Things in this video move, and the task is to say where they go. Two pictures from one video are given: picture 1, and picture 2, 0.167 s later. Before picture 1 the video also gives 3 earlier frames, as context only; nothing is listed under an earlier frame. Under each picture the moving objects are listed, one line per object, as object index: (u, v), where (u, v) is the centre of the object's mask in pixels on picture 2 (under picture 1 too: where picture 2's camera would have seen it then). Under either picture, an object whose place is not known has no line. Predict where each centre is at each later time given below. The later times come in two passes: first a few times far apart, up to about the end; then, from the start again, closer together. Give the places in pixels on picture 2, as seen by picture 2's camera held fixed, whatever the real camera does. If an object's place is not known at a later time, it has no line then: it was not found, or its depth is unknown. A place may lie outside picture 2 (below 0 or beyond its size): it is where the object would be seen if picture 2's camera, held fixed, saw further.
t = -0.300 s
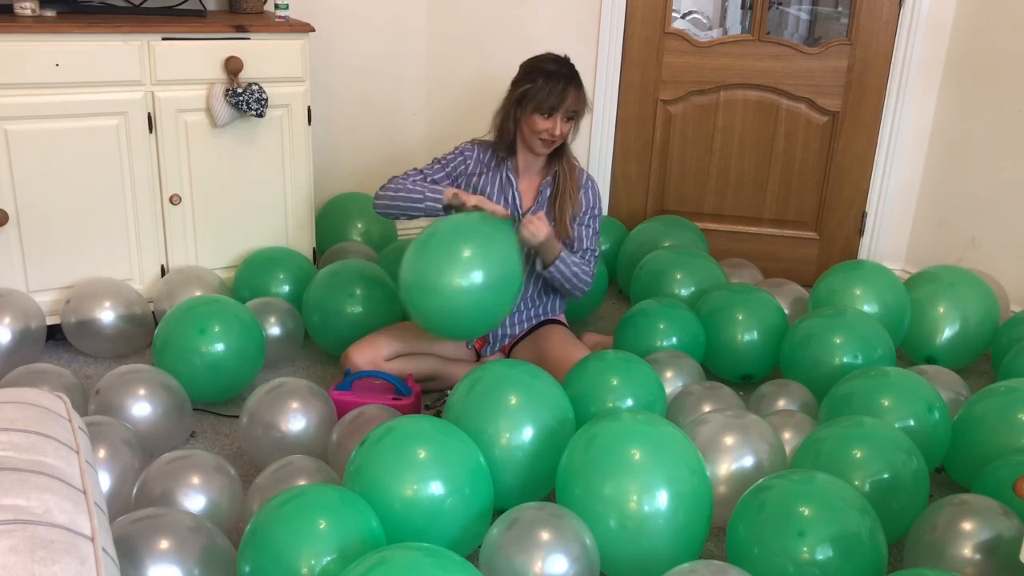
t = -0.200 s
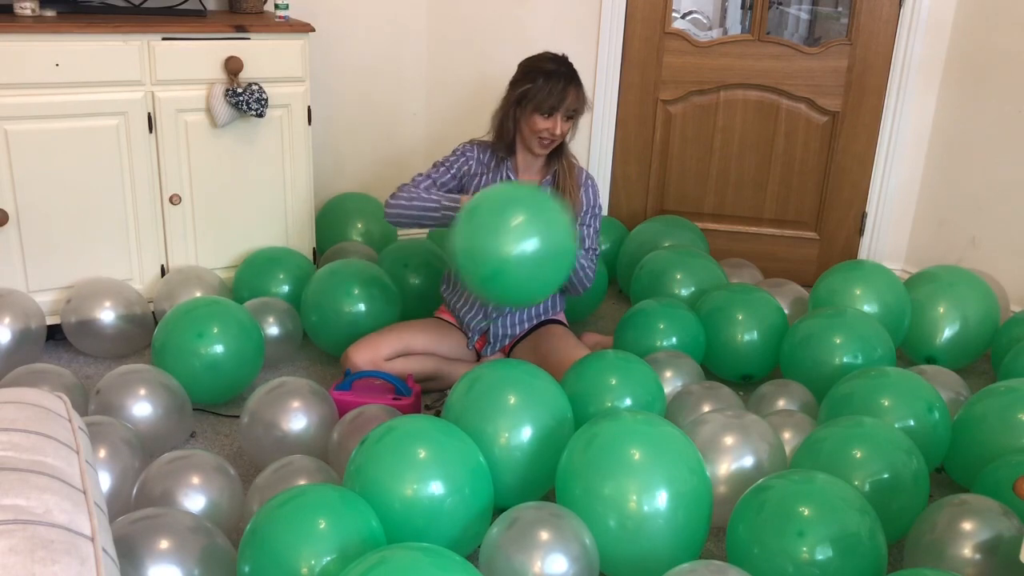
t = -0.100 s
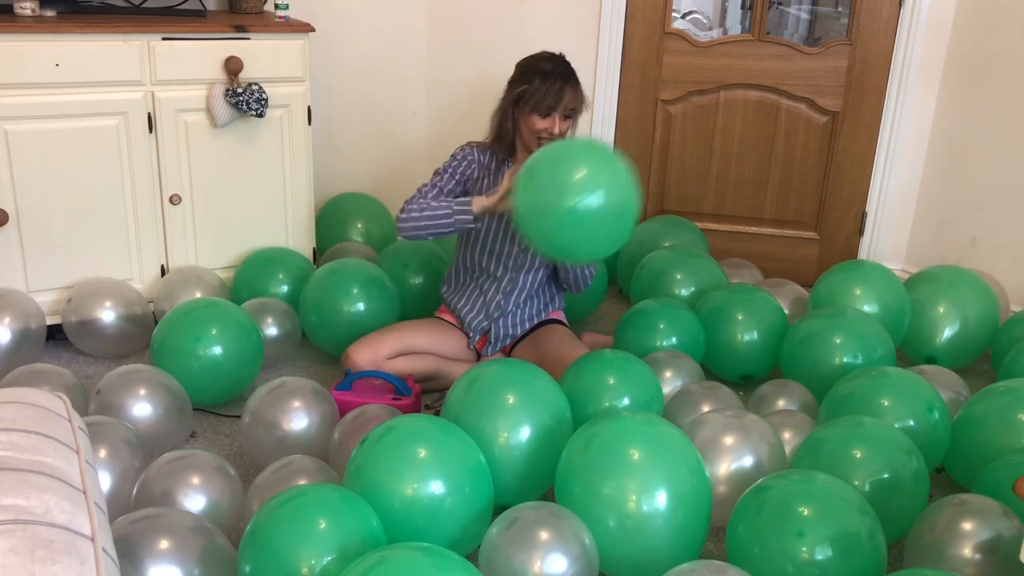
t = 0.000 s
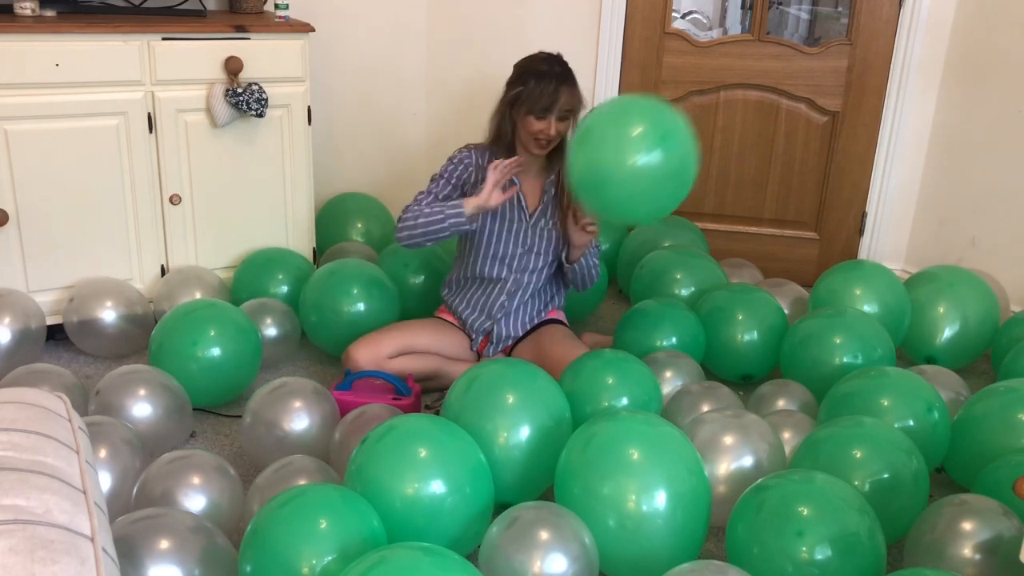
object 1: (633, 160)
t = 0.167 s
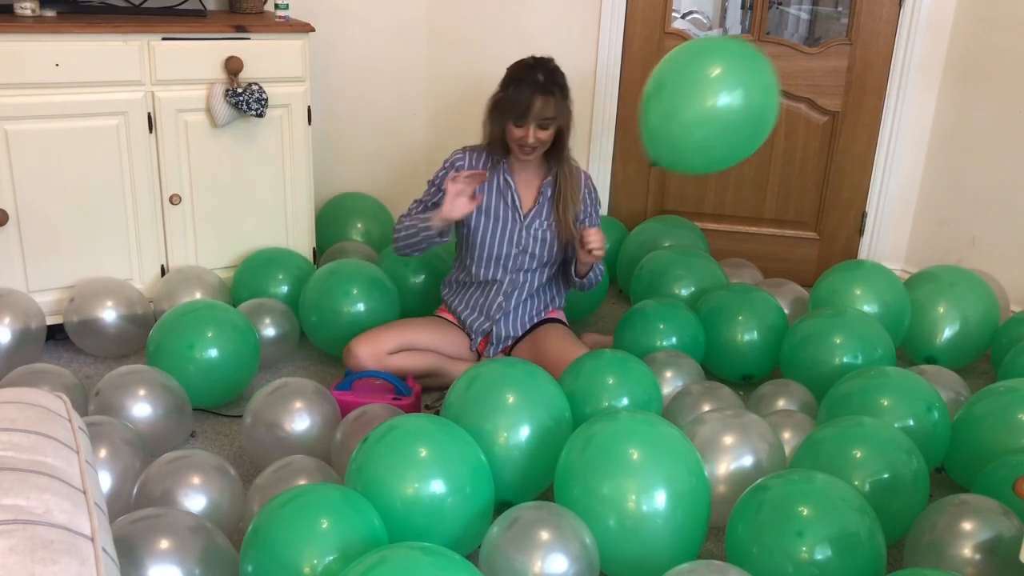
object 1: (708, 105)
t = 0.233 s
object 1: (734, 88)
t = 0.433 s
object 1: (795, 56)
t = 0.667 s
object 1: (841, 47)
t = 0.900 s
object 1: (868, 56)
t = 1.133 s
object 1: (878, 91)
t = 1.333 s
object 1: (876, 139)
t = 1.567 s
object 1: (870, 207)
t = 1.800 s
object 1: (869, 200)
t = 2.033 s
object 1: (866, 195)
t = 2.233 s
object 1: (863, 204)
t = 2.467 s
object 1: (863, 202)
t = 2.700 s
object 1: (862, 203)
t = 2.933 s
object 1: (862, 205)
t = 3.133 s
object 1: (863, 210)
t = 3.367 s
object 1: (864, 219)
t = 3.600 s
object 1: (867, 221)
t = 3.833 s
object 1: (870, 224)
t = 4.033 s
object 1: (875, 222)
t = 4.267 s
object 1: (881, 228)
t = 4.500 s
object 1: (886, 239)
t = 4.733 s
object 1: (886, 252)
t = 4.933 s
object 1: (891, 244)
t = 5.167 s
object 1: (896, 239)
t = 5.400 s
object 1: (899, 244)
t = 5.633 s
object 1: (897, 250)
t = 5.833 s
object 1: (899, 245)
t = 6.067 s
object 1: (897, 245)
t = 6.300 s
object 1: (897, 247)
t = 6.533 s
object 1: (899, 248)
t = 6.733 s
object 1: (898, 248)
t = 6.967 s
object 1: (896, 248)
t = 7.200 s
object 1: (896, 248)
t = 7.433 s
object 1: (895, 248)
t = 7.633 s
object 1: (895, 248)
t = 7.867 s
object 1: (895, 248)
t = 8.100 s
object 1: (896, 248)
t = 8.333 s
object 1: (896, 248)
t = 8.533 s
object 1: (896, 248)
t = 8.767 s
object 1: (896, 248)
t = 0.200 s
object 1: (721, 96)
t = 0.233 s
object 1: (734, 88)
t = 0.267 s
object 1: (746, 80)
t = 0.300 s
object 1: (757, 72)
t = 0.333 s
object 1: (768, 67)
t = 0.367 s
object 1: (777, 63)
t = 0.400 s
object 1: (786, 59)
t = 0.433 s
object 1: (795, 56)
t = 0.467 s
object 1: (803, 54)
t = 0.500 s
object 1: (810, 52)
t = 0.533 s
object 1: (817, 50)
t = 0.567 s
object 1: (824, 49)
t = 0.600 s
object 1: (830, 48)
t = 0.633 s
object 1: (836, 47)
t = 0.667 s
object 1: (841, 47)
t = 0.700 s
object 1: (846, 48)
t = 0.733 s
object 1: (850, 48)
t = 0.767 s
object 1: (855, 49)
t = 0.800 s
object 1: (859, 51)
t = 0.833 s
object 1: (862, 52)
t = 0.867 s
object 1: (865, 54)
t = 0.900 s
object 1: (868, 56)
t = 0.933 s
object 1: (870, 59)
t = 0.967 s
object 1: (872, 62)
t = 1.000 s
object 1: (874, 66)
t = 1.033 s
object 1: (875, 72)
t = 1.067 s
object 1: (876, 78)
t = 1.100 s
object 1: (877, 85)
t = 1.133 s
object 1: (878, 91)
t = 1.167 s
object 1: (878, 99)
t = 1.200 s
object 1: (878, 106)
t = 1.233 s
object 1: (878, 114)
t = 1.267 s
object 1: (877, 122)
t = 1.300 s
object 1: (877, 131)
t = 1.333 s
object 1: (876, 139)
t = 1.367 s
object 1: (876, 149)
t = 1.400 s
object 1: (875, 158)
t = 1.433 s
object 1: (873, 167)
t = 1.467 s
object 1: (873, 177)
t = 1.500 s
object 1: (872, 187)
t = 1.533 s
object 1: (871, 197)
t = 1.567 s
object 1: (870, 207)
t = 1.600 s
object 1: (869, 210)
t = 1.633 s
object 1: (869, 212)
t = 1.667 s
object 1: (869, 211)
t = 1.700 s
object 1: (868, 208)
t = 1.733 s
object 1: (869, 205)
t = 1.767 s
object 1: (869, 202)
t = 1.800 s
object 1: (869, 200)
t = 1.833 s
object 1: (868, 198)
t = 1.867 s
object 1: (868, 196)
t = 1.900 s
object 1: (868, 195)
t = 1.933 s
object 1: (868, 195)
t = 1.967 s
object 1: (867, 194)
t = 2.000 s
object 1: (867, 194)
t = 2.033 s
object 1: (866, 195)
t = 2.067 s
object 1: (866, 196)
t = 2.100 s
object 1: (865, 196)
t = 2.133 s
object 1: (864, 198)
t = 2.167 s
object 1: (864, 199)
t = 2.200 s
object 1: (863, 202)
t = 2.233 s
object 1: (863, 204)
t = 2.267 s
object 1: (862, 206)
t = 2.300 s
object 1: (862, 206)
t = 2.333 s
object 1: (862, 206)
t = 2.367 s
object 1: (862, 206)
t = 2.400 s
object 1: (862, 205)
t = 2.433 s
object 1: (862, 203)
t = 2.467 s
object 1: (863, 202)
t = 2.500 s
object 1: (862, 201)
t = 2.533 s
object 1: (862, 201)
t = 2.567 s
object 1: (862, 201)
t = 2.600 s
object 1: (862, 201)
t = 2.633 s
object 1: (862, 202)
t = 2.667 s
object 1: (862, 203)
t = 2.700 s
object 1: (862, 203)
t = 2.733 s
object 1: (862, 203)
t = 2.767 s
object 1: (862, 204)
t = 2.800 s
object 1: (862, 203)
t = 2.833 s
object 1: (862, 204)
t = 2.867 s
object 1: (862, 204)
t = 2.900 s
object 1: (862, 205)
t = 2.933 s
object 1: (862, 205)
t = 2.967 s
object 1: (862, 206)
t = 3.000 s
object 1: (862, 207)
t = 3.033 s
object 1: (862, 208)
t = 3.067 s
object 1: (863, 209)
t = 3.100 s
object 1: (863, 209)
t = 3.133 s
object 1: (863, 210)
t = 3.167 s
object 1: (863, 211)
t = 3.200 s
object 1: (863, 212)
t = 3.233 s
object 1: (864, 214)
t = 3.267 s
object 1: (864, 215)
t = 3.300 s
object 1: (864, 216)
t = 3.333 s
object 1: (864, 217)
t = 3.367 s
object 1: (864, 219)
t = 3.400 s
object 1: (865, 220)
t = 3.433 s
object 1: (865, 222)
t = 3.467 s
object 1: (866, 224)
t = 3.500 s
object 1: (867, 223)
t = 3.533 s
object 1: (867, 223)
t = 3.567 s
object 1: (867, 222)
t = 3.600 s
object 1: (867, 221)
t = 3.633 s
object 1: (868, 221)
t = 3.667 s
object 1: (868, 221)
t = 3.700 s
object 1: (869, 222)
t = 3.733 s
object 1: (869, 222)
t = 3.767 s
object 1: (869, 223)
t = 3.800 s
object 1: (870, 224)
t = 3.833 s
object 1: (870, 224)
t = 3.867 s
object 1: (871, 223)
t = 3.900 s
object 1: (872, 222)
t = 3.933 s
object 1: (873, 222)
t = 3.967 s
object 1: (874, 221)
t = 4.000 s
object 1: (874, 222)
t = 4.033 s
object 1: (875, 222)
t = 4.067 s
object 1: (876, 223)
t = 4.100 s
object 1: (877, 223)
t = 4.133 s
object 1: (878, 224)
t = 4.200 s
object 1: (879, 225)
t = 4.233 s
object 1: (880, 227)
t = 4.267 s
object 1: (881, 228)
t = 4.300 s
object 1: (882, 229)
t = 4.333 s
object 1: (883, 231)
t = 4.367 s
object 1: (883, 232)
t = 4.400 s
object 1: (884, 233)
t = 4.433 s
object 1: (885, 235)
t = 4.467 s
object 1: (885, 237)
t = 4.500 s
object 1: (886, 239)
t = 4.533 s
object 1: (886, 240)
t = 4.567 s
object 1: (886, 242)
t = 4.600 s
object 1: (886, 243)
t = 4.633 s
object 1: (886, 245)
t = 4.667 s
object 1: (886, 247)
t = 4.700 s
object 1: (886, 250)
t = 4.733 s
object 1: (886, 252)
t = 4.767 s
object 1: (886, 254)
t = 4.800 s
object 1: (887, 252)
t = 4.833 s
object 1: (888, 250)
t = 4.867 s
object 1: (889, 248)
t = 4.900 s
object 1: (890, 246)
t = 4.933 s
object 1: (891, 244)
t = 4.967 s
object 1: (892, 243)
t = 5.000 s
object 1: (892, 242)
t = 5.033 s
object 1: (893, 241)
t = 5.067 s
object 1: (894, 240)
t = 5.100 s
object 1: (895, 240)
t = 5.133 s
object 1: (896, 239)
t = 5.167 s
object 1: (896, 239)
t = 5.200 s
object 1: (896, 238)
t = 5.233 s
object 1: (896, 239)
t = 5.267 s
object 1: (897, 239)
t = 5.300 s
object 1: (898, 240)
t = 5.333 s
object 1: (898, 241)
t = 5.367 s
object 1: (899, 243)
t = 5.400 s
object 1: (899, 244)
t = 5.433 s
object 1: (899, 245)
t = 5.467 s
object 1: (898, 247)
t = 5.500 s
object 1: (898, 248)
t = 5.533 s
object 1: (897, 250)
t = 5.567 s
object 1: (896, 252)
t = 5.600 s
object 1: (896, 251)
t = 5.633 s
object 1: (897, 250)
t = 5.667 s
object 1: (897, 248)
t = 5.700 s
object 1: (898, 247)
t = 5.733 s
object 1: (898, 246)
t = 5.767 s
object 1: (899, 245)
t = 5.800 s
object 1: (899, 245)
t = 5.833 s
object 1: (899, 245)
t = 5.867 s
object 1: (899, 245)
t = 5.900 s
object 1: (899, 244)
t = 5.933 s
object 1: (899, 244)
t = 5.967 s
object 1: (899, 244)
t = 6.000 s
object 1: (898, 244)
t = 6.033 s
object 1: (898, 245)
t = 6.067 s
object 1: (897, 245)
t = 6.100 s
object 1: (896, 246)
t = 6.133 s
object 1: (895, 247)
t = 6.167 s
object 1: (895, 248)
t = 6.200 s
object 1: (895, 247)
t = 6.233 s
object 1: (896, 247)
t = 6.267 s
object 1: (896, 247)
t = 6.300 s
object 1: (897, 247)
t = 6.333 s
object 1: (897, 247)
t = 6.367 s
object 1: (898, 247)
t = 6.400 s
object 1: (898, 247)
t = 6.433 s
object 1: (898, 248)
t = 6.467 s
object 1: (899, 249)
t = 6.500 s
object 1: (899, 249)
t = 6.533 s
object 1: (899, 248)
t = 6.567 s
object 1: (899, 248)
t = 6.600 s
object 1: (898, 248)
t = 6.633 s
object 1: (898, 248)
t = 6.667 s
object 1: (898, 248)
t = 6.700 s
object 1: (898, 248)
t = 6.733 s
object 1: (898, 248)
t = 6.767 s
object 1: (898, 249)
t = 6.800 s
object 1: (898, 249)
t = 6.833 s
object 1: (897, 249)
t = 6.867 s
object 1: (897, 249)
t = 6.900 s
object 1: (896, 249)
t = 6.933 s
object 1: (896, 248)
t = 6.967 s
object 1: (896, 248)
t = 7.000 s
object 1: (895, 248)
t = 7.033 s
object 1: (895, 248)
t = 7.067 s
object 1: (895, 248)
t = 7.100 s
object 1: (895, 248)
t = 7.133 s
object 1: (895, 248)
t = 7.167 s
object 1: (896, 248)
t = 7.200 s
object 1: (896, 248)
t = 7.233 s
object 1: (896, 248)
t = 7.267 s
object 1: (896, 248)
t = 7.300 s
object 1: (896, 248)
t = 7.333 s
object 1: (896, 248)
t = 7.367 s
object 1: (896, 248)
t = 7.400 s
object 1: (896, 248)
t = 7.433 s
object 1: (895, 248)
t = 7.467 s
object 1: (895, 248)
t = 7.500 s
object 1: (895, 248)
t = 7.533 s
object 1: (895, 248)
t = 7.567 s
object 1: (895, 248)
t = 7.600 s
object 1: (895, 248)
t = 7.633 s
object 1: (895, 248)
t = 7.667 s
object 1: (895, 248)
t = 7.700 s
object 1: (895, 248)
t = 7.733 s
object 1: (895, 248)
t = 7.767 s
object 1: (895, 248)
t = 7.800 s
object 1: (895, 248)
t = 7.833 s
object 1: (895, 248)
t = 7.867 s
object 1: (895, 248)
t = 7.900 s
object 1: (895, 248)
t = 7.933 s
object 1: (896, 248)
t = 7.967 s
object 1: (896, 248)
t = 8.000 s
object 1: (896, 248)
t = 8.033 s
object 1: (896, 248)
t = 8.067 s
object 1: (896, 248)
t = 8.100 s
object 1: (896, 248)
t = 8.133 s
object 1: (896, 248)
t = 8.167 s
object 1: (896, 248)
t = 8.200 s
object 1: (896, 248)
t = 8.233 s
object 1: (896, 248)
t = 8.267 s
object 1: (896, 248)
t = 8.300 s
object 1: (896, 248)
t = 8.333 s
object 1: (896, 248)
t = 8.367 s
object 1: (896, 248)
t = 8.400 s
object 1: (896, 248)
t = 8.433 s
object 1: (896, 248)
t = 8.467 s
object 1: (896, 248)
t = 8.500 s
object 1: (896, 248)
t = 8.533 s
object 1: (896, 248)
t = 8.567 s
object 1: (896, 248)
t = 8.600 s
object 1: (896, 248)
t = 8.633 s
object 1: (896, 248)
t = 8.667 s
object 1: (896, 248)
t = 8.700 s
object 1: (896, 248)
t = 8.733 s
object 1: (896, 248)
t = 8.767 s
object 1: (896, 248)
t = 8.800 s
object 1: (896, 248)
